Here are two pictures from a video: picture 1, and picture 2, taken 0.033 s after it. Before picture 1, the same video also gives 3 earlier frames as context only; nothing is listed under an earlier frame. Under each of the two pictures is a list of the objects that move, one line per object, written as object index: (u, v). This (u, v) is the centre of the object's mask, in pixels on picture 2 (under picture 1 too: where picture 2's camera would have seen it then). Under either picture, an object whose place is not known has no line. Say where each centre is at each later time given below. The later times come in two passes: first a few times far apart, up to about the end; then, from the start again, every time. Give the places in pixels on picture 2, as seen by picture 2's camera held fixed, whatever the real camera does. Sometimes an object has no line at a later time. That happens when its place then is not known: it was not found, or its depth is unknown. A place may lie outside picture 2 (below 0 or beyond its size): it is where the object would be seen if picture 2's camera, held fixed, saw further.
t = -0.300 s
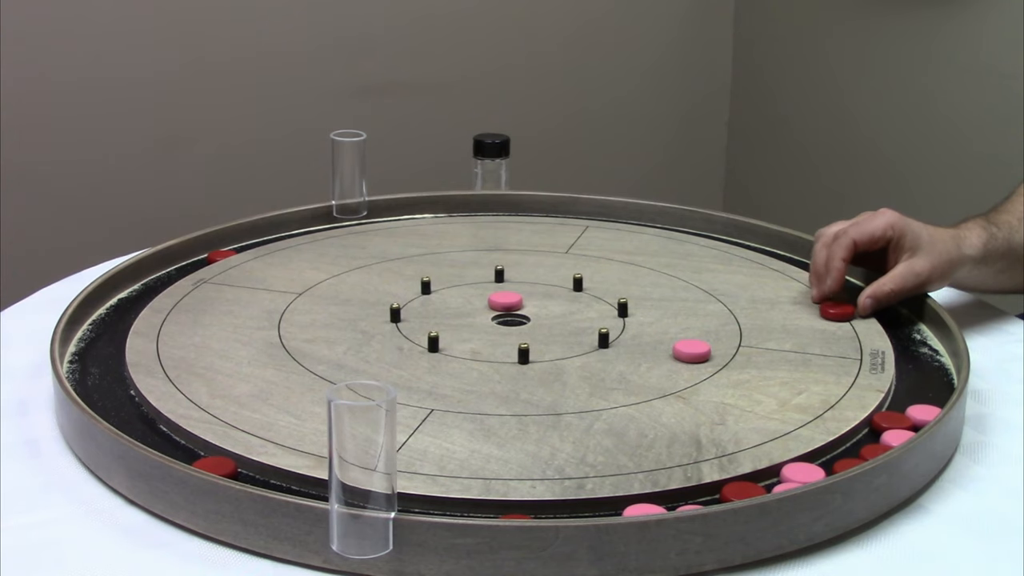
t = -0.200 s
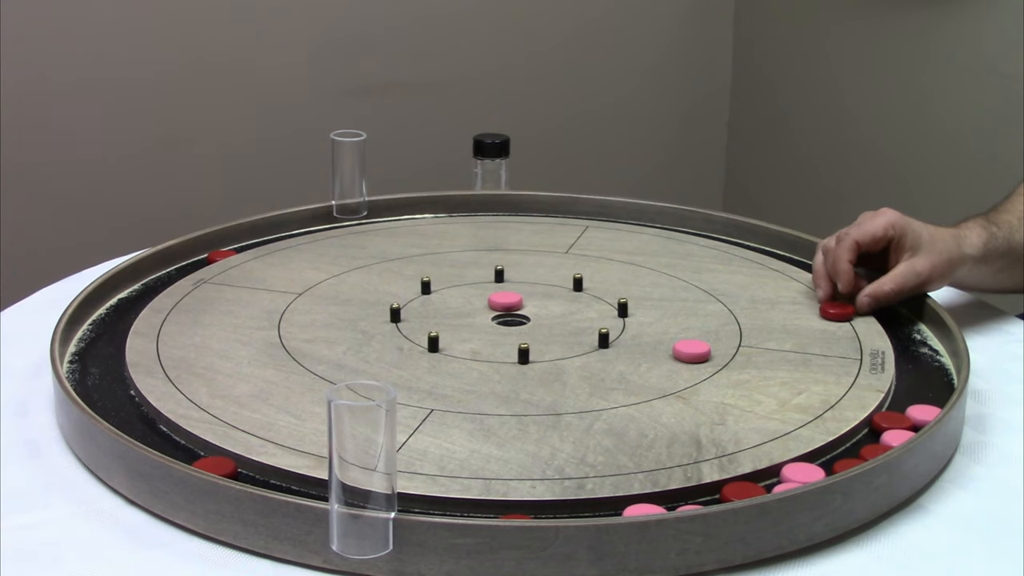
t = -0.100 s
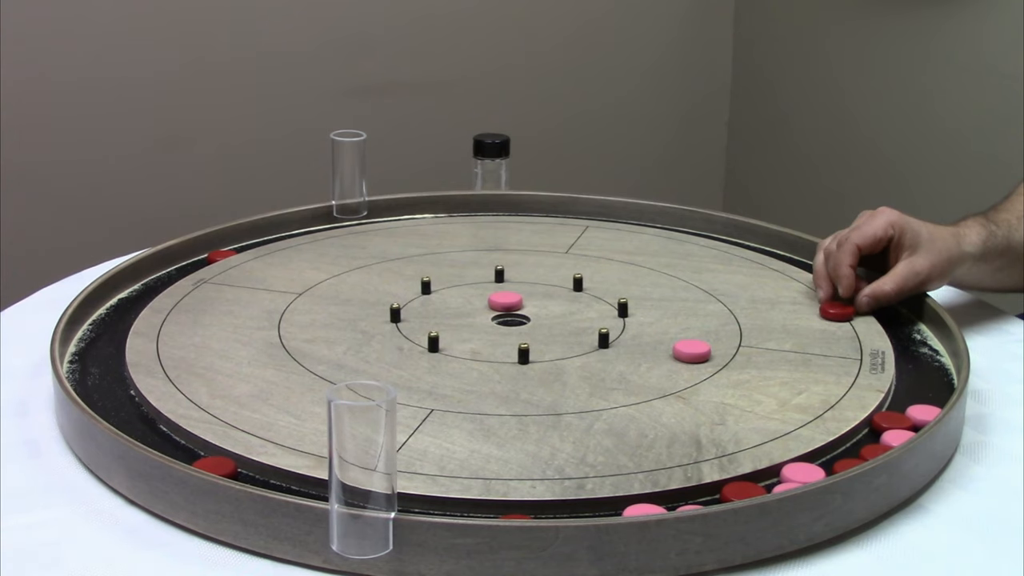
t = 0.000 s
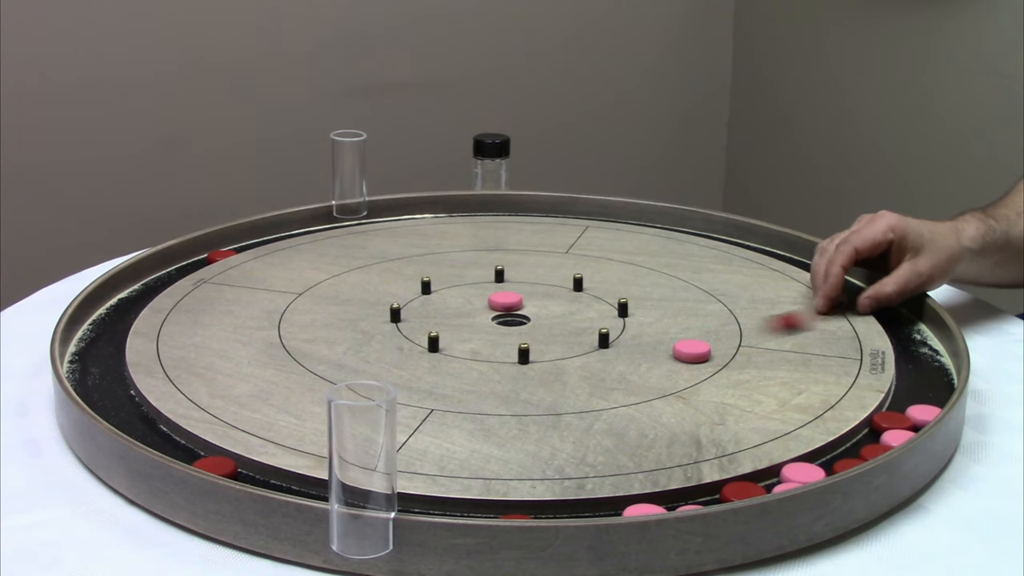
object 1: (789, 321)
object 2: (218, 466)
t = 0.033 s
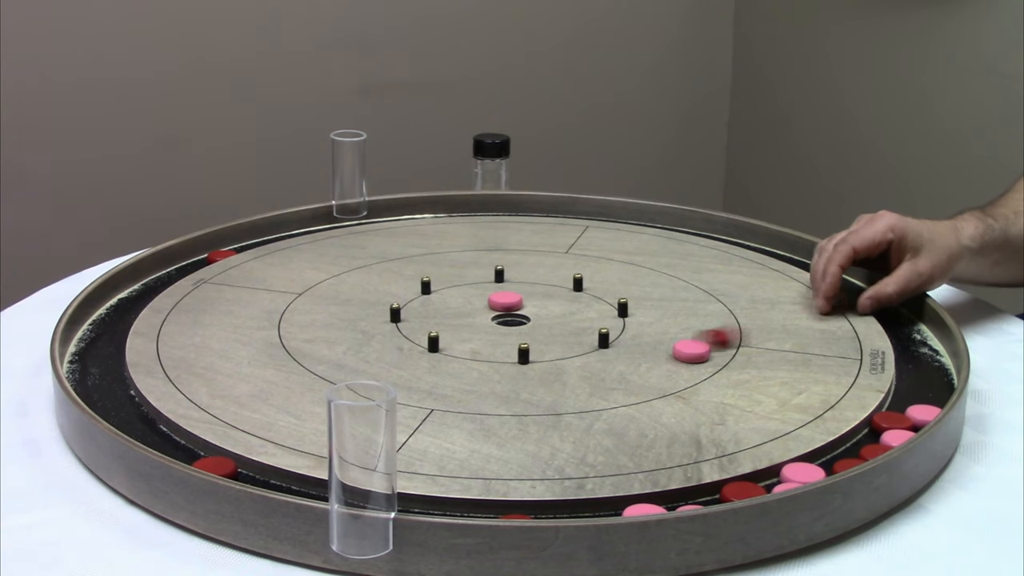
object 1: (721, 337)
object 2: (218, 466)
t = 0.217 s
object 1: (578, 325)
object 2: (217, 466)
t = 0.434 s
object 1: (508, 316)
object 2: (171, 448)
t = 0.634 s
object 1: (511, 318)
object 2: (127, 424)
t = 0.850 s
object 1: (511, 318)
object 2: (120, 404)
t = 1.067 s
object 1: (511, 318)
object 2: (113, 397)
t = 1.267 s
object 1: (511, 318)
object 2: (113, 397)
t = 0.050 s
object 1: (700, 339)
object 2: (217, 466)
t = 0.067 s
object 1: (686, 338)
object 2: (218, 466)
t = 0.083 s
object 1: (672, 336)
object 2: (218, 466)
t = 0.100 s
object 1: (659, 334)
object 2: (218, 466)
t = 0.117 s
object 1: (646, 333)
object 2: (218, 466)
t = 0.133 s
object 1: (635, 331)
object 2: (218, 466)
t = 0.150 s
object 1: (623, 330)
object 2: (218, 466)
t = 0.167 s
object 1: (612, 328)
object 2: (218, 466)
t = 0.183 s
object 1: (598, 326)
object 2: (217, 466)
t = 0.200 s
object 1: (587, 326)
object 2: (217, 466)
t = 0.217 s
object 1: (578, 325)
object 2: (217, 466)
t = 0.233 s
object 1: (568, 324)
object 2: (217, 466)
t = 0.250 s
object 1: (559, 322)
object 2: (217, 466)
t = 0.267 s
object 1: (550, 321)
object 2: (217, 466)
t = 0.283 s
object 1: (541, 320)
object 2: (217, 466)
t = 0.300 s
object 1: (532, 319)
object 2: (217, 466)
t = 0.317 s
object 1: (524, 318)
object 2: (217, 466)
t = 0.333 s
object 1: (516, 318)
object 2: (213, 463)
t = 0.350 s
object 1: (510, 317)
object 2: (207, 459)
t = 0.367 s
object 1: (507, 314)
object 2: (199, 457)
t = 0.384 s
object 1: (508, 312)
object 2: (192, 455)
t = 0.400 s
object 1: (508, 311)
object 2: (184, 452)
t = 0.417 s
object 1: (508, 312)
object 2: (177, 450)
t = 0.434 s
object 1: (508, 316)
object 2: (171, 448)
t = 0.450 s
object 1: (510, 317)
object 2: (164, 445)
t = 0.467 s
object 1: (512, 317)
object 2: (158, 443)
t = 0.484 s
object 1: (512, 318)
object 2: (153, 441)
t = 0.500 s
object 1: (511, 318)
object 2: (147, 439)
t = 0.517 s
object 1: (510, 318)
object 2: (142, 436)
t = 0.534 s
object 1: (510, 318)
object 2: (138, 434)
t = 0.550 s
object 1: (510, 318)
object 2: (136, 433)
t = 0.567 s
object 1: (511, 318)
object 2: (134, 431)
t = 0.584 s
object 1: (511, 318)
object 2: (132, 429)
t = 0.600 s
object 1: (511, 318)
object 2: (131, 427)
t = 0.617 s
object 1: (511, 318)
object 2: (129, 426)
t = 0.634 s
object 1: (511, 318)
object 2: (127, 424)
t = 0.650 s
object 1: (511, 318)
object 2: (126, 422)
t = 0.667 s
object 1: (511, 318)
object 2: (125, 421)
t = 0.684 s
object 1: (511, 318)
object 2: (124, 419)
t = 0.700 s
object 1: (511, 318)
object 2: (123, 417)
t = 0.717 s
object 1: (511, 318)
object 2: (122, 415)
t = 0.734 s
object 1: (511, 318)
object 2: (122, 414)
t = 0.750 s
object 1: (511, 318)
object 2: (121, 412)
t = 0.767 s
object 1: (511, 318)
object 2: (121, 411)
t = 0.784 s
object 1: (511, 318)
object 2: (120, 409)
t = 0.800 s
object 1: (511, 318)
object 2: (120, 408)
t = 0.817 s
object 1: (511, 318)
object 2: (120, 407)
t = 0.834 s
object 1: (511, 318)
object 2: (120, 405)
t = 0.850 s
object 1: (511, 318)
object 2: (120, 404)
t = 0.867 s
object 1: (511, 318)
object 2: (119, 403)
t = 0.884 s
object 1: (511, 318)
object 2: (117, 402)
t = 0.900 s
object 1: (511, 318)
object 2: (116, 401)
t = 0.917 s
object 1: (511, 318)
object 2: (116, 401)
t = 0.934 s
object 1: (511, 318)
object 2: (115, 401)
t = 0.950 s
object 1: (511, 318)
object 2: (114, 399)
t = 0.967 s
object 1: (511, 318)
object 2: (114, 399)
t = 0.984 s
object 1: (511, 318)
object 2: (114, 398)
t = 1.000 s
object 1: (511, 318)
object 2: (114, 398)
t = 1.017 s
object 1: (511, 318)
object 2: (113, 398)
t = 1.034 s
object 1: (511, 318)
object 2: (113, 398)
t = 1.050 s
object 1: (511, 318)
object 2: (113, 398)
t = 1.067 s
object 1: (511, 318)
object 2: (113, 397)
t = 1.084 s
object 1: (511, 318)
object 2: (113, 397)
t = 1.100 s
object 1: (511, 318)
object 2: (113, 397)
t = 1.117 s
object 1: (511, 318)
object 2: (113, 397)
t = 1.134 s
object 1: (511, 318)
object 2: (113, 397)
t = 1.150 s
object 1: (511, 318)
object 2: (113, 397)
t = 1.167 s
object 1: (511, 318)
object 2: (113, 397)
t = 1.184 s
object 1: (511, 318)
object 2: (113, 397)
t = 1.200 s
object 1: (511, 318)
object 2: (113, 397)
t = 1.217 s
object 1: (511, 319)
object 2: (113, 397)
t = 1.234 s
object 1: (511, 318)
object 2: (113, 397)
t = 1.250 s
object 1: (511, 318)
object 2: (113, 397)
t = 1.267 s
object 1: (511, 318)
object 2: (113, 397)
